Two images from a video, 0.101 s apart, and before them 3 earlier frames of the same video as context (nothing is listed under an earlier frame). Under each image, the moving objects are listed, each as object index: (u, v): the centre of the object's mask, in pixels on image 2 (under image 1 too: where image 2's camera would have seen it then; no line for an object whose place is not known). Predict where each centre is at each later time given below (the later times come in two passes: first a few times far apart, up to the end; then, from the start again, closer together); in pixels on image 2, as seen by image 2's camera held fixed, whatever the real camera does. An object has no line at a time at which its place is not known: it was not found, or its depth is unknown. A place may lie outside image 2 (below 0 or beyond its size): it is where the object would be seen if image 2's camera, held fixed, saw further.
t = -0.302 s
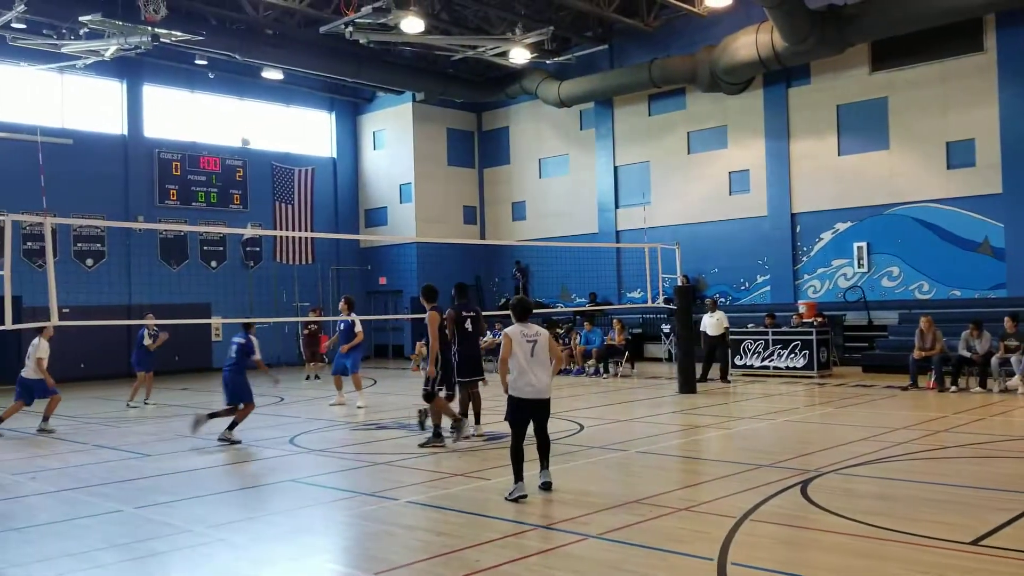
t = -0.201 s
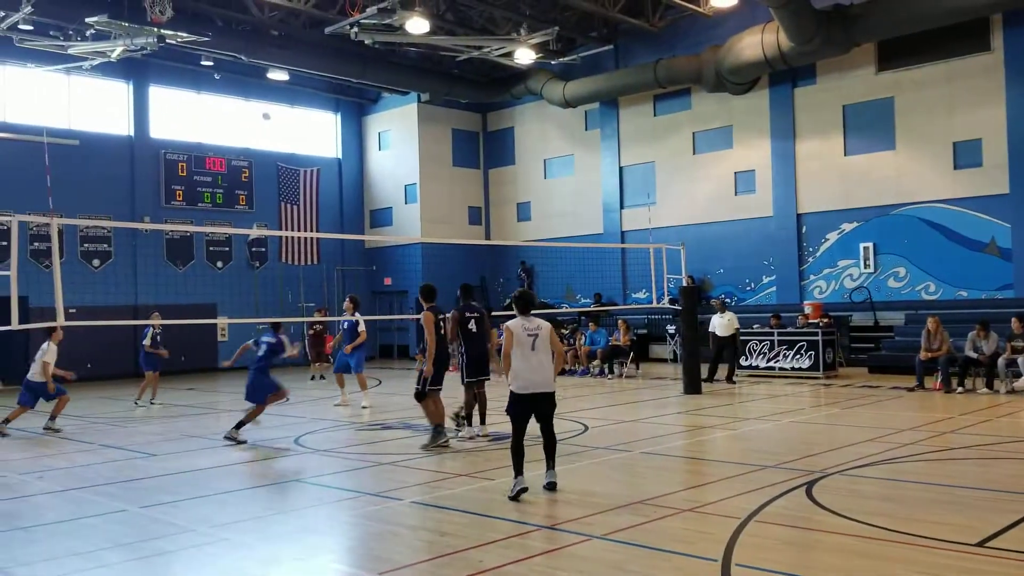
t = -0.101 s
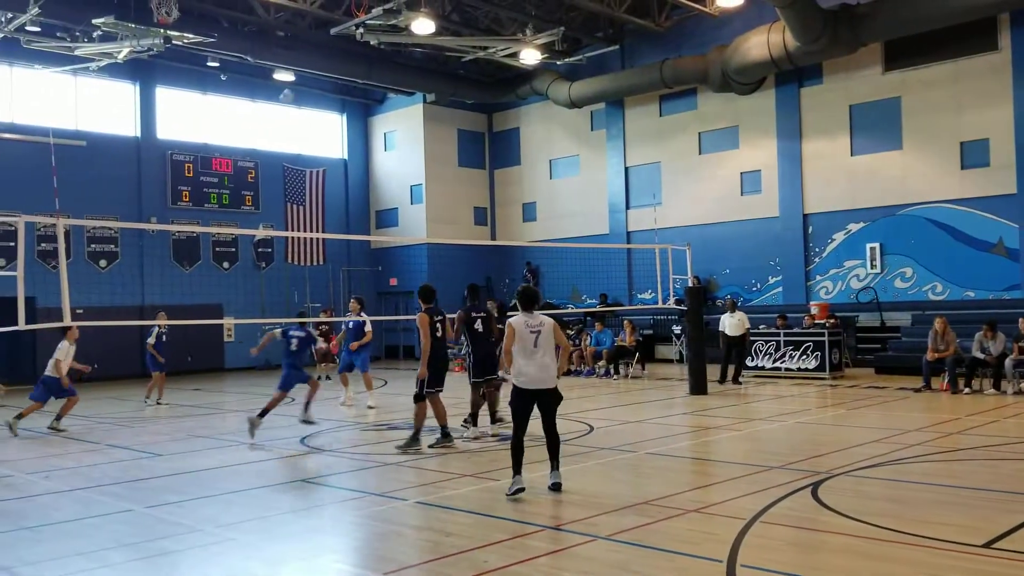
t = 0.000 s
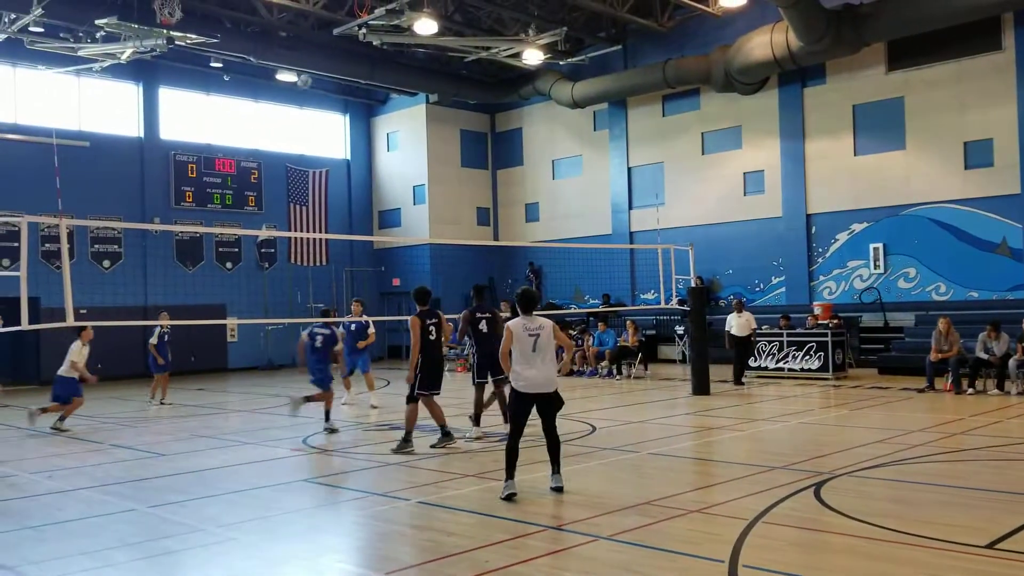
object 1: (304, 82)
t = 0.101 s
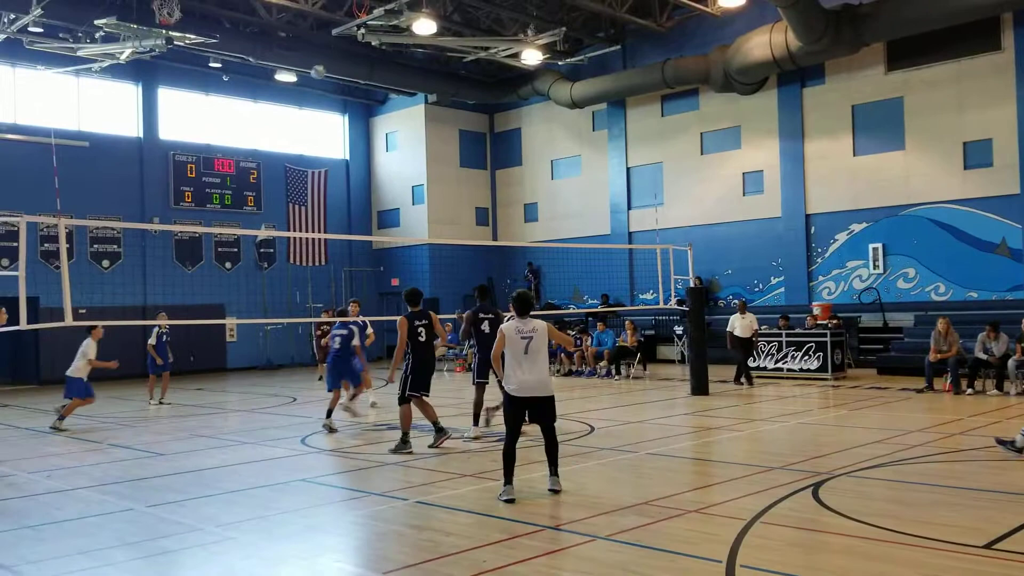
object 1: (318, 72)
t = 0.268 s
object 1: (343, 68)
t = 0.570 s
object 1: (391, 101)
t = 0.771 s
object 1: (426, 157)
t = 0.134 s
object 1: (323, 70)
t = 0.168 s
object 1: (328, 68)
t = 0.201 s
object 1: (333, 68)
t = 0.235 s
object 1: (338, 68)
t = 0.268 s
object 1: (343, 68)
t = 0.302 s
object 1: (349, 70)
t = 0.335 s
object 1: (354, 71)
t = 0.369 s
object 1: (359, 74)
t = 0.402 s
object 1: (364, 76)
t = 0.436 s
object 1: (370, 80)
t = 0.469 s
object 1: (375, 85)
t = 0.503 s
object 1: (381, 91)
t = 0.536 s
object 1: (386, 96)
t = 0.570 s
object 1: (391, 101)
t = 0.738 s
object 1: (420, 146)
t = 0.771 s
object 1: (426, 157)
